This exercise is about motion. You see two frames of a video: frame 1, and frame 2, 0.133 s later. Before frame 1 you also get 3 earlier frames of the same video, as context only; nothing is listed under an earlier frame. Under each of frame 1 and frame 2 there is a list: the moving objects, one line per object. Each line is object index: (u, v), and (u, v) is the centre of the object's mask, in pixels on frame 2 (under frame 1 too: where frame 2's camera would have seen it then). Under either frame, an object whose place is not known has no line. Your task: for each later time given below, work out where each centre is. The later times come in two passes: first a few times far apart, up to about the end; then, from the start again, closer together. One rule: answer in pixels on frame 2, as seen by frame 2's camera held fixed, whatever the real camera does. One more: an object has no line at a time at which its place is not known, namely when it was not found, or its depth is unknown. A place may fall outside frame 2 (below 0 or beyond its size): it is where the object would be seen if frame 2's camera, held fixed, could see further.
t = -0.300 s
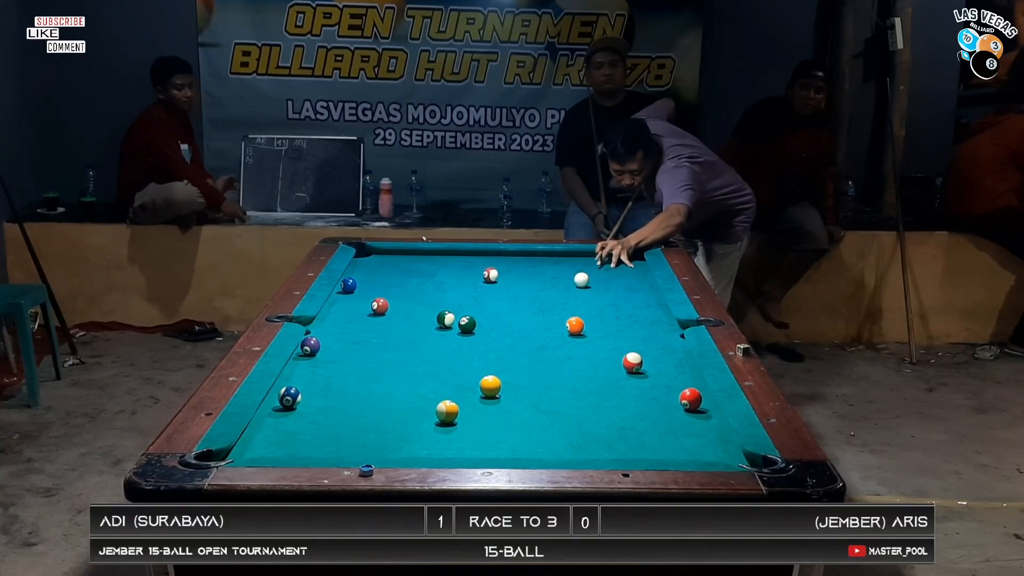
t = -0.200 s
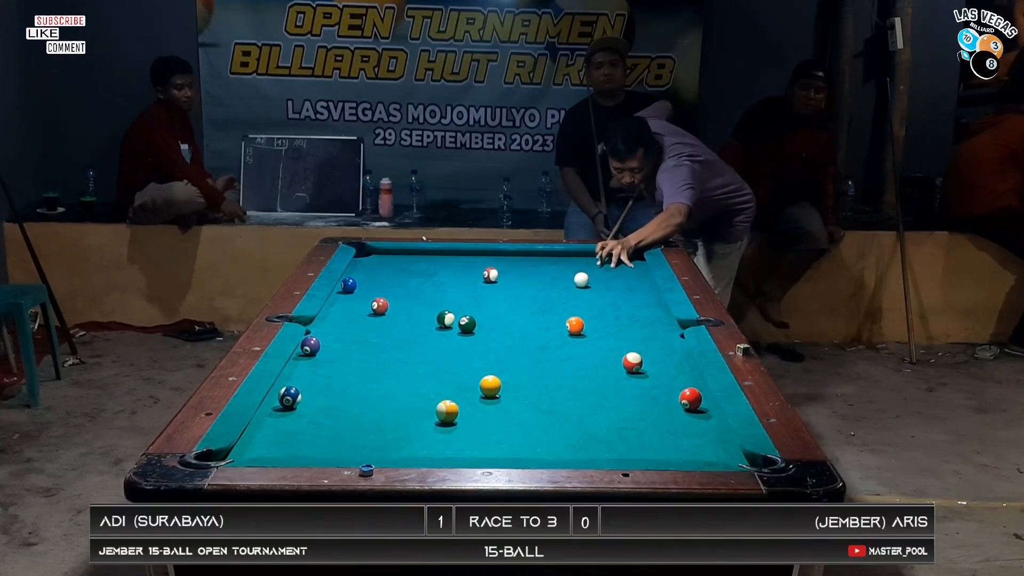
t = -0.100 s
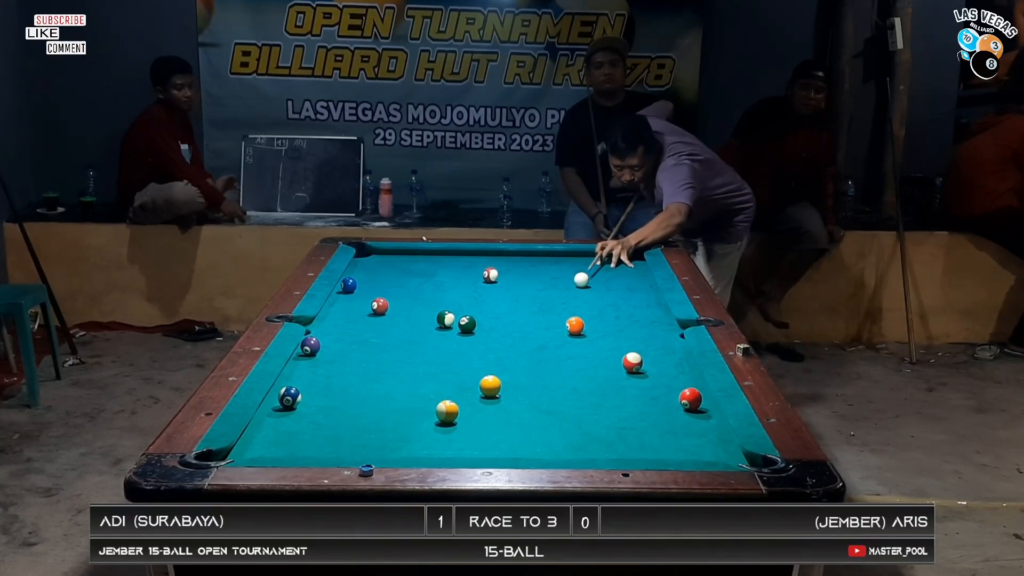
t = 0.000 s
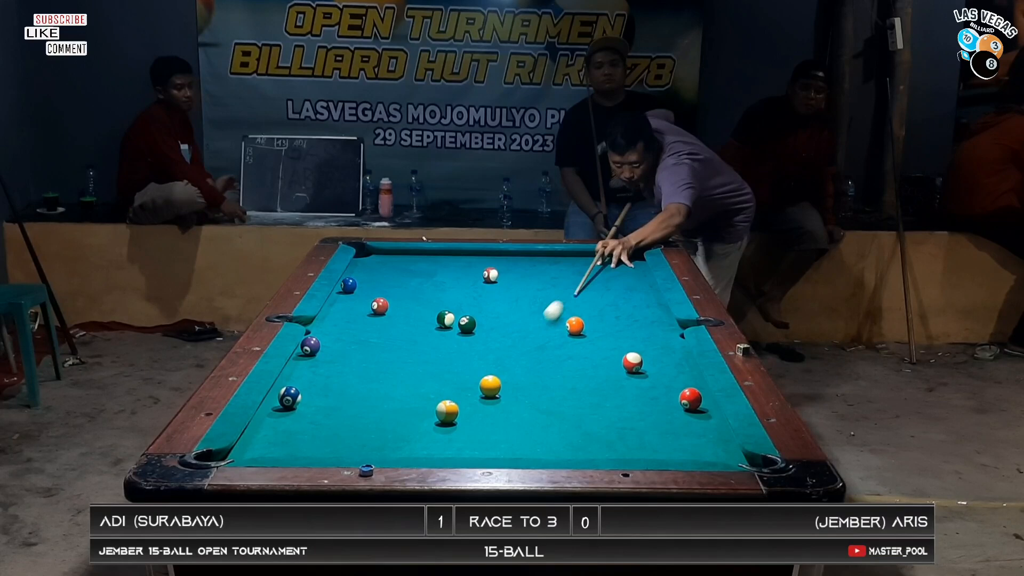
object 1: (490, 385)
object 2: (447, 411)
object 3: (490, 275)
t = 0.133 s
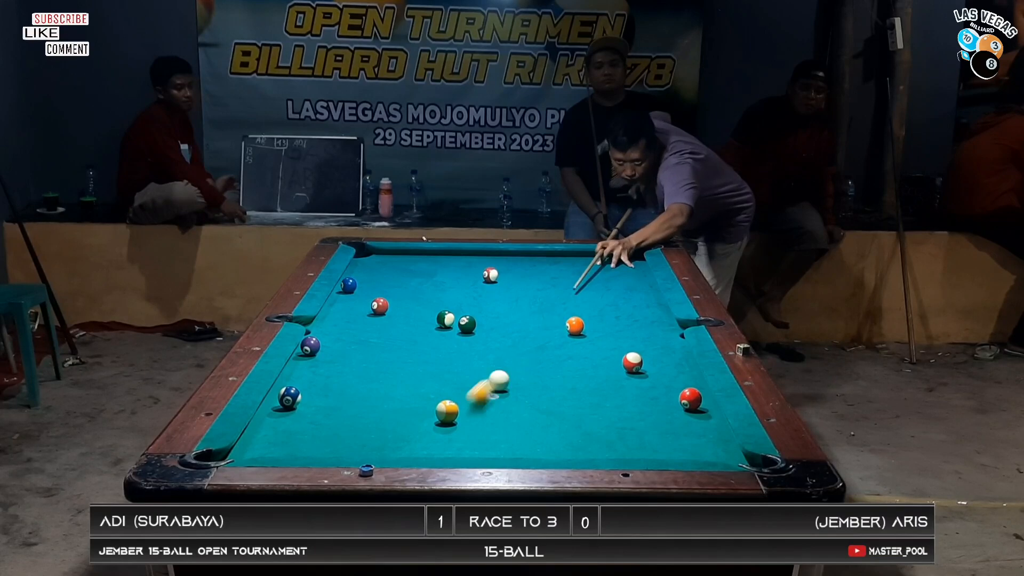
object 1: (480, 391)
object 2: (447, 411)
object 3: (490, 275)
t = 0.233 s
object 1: (519, 439)
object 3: (490, 275)
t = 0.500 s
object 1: (633, 404)
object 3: (490, 275)
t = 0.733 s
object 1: (681, 364)
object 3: (490, 275)
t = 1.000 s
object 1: (615, 332)
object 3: (490, 275)
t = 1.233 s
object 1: (567, 309)
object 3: (490, 275)
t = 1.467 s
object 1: (527, 290)
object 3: (490, 275)
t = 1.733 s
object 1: (504, 275)
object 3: (476, 271)
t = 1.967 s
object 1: (506, 269)
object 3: (446, 263)
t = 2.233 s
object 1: (507, 263)
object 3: (416, 256)
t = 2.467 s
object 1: (509, 259)
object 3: (393, 251)
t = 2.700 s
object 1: (510, 255)
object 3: (376, 254)
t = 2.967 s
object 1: (511, 252)
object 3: (360, 258)
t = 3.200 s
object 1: (505, 253)
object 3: (366, 261)
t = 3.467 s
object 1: (500, 254)
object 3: (373, 263)
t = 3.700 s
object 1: (497, 255)
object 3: (377, 265)
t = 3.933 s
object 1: (496, 255)
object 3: (381, 267)
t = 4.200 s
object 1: (495, 256)
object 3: (384, 268)
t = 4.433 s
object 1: (495, 255)
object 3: (385, 269)
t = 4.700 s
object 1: (495, 255)
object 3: (386, 269)
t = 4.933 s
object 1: (495, 255)
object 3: (386, 269)
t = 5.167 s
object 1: (495, 255)
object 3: (386, 269)
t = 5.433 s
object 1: (495, 255)
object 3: (386, 269)
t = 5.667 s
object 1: (495, 255)
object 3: (386, 269)
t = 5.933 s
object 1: (495, 255)
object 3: (386, 269)
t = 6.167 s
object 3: (386, 269)
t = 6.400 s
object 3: (386, 269)
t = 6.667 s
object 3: (386, 269)
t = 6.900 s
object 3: (386, 269)
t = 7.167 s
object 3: (386, 269)
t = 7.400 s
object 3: (386, 269)
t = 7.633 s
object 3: (386, 269)
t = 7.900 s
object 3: (386, 269)
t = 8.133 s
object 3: (386, 269)
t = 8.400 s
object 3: (386, 269)
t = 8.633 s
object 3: (386, 269)
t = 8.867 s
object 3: (386, 269)
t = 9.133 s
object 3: (386, 269)
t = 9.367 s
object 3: (386, 269)
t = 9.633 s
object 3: (386, 269)
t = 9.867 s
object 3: (386, 269)
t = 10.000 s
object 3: (386, 269)
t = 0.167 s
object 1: (475, 410)
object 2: (428, 411)
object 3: (490, 275)
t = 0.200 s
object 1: (497, 424)
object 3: (490, 275)
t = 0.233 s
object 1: (519, 439)
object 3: (490, 275)
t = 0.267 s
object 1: (539, 450)
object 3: (490, 275)
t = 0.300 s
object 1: (559, 448)
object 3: (490, 275)
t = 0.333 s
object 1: (574, 441)
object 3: (490, 275)
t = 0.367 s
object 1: (588, 433)
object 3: (490, 275)
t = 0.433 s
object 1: (612, 418)
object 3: (490, 275)
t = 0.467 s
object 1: (623, 411)
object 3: (490, 275)
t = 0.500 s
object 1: (633, 404)
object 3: (490, 275)
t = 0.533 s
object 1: (644, 398)
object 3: (490, 275)
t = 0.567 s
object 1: (654, 392)
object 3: (490, 275)
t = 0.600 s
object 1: (663, 385)
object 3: (490, 275)
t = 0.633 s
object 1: (673, 379)
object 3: (490, 275)
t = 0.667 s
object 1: (681, 374)
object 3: (490, 275)
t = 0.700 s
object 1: (690, 369)
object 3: (490, 275)
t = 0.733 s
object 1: (681, 364)
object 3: (490, 275)
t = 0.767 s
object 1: (672, 359)
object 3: (490, 275)
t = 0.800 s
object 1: (663, 355)
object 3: (490, 275)
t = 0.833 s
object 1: (654, 351)
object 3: (490, 275)
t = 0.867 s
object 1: (646, 347)
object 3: (490, 275)
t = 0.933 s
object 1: (630, 339)
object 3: (490, 275)
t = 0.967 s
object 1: (622, 335)
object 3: (490, 275)
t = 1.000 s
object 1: (615, 332)
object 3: (490, 275)
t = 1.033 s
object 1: (608, 328)
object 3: (490, 275)
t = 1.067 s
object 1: (601, 325)
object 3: (490, 275)
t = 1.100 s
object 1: (594, 322)
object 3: (490, 275)
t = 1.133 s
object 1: (588, 318)
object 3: (490, 275)
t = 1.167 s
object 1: (581, 314)
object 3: (490, 275)
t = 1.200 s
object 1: (574, 311)
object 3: (490, 275)
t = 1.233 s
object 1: (567, 309)
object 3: (490, 275)
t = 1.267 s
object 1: (561, 306)
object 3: (490, 275)
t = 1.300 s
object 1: (555, 303)
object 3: (490, 275)
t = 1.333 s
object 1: (549, 300)
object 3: (490, 275)
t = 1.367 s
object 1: (544, 298)
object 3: (490, 275)
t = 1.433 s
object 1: (533, 292)
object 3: (490, 275)
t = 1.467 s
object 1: (527, 290)
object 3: (490, 275)
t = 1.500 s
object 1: (522, 287)
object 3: (490, 275)
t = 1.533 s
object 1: (517, 285)
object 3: (490, 275)
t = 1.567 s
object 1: (512, 282)
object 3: (490, 275)
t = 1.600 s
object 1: (507, 280)
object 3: (490, 275)
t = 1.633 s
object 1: (502, 278)
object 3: (490, 275)
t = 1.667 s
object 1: (502, 277)
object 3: (486, 274)
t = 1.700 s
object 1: (503, 276)
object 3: (481, 272)
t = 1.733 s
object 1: (504, 275)
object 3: (476, 271)
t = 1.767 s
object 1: (504, 274)
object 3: (472, 270)
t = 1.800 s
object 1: (504, 273)
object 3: (467, 269)
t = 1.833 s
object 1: (505, 272)
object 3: (463, 268)
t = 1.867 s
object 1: (505, 272)
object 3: (458, 267)
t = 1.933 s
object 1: (505, 270)
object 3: (450, 264)
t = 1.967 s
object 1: (506, 269)
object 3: (446, 263)
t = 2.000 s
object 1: (506, 268)
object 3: (442, 263)
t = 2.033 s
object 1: (506, 268)
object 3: (438, 261)
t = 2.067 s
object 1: (506, 267)
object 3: (434, 260)
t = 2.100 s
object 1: (506, 266)
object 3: (431, 259)
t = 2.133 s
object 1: (507, 265)
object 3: (427, 259)
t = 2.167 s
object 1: (507, 265)
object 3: (423, 257)
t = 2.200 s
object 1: (507, 264)
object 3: (419, 256)
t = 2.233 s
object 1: (507, 263)
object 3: (416, 256)
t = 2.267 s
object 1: (508, 263)
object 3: (413, 255)
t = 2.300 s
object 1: (508, 262)
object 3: (409, 254)
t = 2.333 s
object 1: (508, 261)
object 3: (405, 253)
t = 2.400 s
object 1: (508, 260)
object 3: (399, 252)
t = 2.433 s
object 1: (508, 259)
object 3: (396, 251)
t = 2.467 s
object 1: (509, 259)
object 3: (393, 251)
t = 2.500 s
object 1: (509, 258)
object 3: (391, 252)
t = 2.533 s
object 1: (509, 258)
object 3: (388, 252)
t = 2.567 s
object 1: (509, 257)
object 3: (386, 253)
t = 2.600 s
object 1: (509, 257)
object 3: (384, 253)
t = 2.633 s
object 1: (510, 256)
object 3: (381, 253)
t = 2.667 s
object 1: (510, 256)
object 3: (378, 254)
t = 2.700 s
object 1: (510, 255)
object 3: (376, 254)
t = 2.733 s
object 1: (510, 255)
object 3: (374, 255)
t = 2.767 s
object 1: (510, 254)
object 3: (372, 255)
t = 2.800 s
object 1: (510, 254)
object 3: (370, 256)
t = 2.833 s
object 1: (510, 253)
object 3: (367, 256)
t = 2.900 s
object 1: (511, 252)
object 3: (363, 257)
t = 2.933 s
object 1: (511, 252)
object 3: (361, 258)
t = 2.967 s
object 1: (511, 252)
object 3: (360, 258)
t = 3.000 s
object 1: (510, 252)
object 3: (362, 258)
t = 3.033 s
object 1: (509, 252)
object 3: (362, 259)
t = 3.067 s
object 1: (509, 252)
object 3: (363, 259)
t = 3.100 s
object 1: (508, 252)
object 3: (364, 260)
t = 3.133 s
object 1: (507, 252)
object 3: (365, 260)
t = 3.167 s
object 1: (506, 253)
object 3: (365, 261)
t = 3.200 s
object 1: (505, 253)
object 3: (366, 261)
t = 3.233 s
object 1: (505, 253)
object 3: (367, 261)
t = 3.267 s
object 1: (504, 253)
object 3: (368, 261)
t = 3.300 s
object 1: (503, 253)
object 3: (369, 261)
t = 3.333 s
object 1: (503, 253)
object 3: (370, 262)
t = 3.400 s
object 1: (501, 254)
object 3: (371, 263)
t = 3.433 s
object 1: (501, 254)
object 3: (372, 263)
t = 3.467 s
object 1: (500, 254)
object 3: (373, 263)
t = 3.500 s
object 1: (500, 254)
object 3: (373, 264)
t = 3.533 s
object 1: (499, 254)
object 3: (374, 264)
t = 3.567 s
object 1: (499, 254)
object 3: (375, 264)
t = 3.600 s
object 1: (498, 254)
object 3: (376, 264)
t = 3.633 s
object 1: (498, 254)
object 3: (376, 265)
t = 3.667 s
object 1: (497, 254)
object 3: (377, 265)
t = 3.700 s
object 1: (497, 255)
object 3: (377, 265)
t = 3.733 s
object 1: (497, 255)
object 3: (378, 265)
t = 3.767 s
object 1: (497, 255)
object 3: (379, 266)
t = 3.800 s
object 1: (496, 255)
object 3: (379, 266)
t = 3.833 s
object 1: (496, 255)
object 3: (380, 266)
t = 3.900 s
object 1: (496, 255)
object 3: (381, 267)
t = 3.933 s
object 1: (496, 255)
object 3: (381, 267)
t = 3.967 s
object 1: (495, 255)
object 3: (382, 267)
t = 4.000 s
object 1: (495, 255)
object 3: (382, 267)
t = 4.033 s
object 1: (495, 256)
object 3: (382, 267)
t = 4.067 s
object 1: (495, 255)
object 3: (383, 268)
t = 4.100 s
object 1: (495, 255)
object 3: (383, 268)
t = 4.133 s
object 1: (495, 255)
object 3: (383, 268)
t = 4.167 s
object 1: (495, 256)
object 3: (384, 268)
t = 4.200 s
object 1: (495, 256)
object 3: (384, 268)
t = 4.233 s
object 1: (495, 255)
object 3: (384, 268)
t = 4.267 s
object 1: (495, 256)
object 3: (384, 268)
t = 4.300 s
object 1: (495, 255)
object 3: (385, 268)
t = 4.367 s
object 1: (495, 256)
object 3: (385, 268)
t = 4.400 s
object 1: (495, 256)
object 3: (385, 269)
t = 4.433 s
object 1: (495, 255)
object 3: (385, 269)
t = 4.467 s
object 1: (495, 255)
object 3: (385, 269)
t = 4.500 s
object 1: (495, 255)
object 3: (386, 269)
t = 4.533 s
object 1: (495, 255)
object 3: (386, 269)
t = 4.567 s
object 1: (495, 255)
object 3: (386, 269)
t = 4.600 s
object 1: (495, 255)
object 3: (386, 269)
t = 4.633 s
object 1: (495, 255)
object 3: (386, 269)
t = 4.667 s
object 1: (495, 255)
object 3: (386, 269)
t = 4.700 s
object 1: (495, 255)
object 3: (386, 269)
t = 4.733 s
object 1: (495, 255)
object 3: (386, 269)
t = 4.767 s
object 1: (495, 255)
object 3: (386, 269)
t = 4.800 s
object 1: (495, 255)
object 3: (386, 269)
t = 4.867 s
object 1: (495, 255)
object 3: (386, 269)
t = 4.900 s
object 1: (495, 255)
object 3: (386, 269)
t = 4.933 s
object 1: (495, 255)
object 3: (386, 269)
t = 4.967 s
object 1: (495, 255)
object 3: (386, 269)
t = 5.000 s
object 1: (495, 255)
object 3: (386, 269)
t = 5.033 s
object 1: (495, 255)
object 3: (386, 269)
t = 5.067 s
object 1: (495, 255)
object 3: (386, 269)
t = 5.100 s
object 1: (495, 255)
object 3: (386, 269)
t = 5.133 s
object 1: (495, 255)
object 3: (386, 269)
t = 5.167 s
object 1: (495, 255)
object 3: (386, 269)
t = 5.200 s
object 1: (495, 255)
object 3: (386, 269)
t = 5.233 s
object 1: (495, 255)
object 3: (386, 269)
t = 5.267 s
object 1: (495, 255)
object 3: (386, 269)
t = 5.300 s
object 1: (495, 255)
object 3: (386, 269)
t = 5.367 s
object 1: (495, 255)
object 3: (386, 269)
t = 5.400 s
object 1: (495, 255)
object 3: (386, 269)
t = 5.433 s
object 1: (495, 255)
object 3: (386, 269)
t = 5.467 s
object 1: (495, 255)
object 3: (386, 269)
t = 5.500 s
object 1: (495, 255)
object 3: (386, 269)
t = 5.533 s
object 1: (495, 255)
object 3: (386, 269)
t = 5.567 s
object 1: (495, 255)
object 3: (386, 269)
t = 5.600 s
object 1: (495, 255)
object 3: (386, 269)
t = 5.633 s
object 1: (495, 255)
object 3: (386, 269)
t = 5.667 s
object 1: (495, 255)
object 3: (386, 269)
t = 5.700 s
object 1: (495, 255)
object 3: (386, 269)
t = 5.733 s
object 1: (495, 255)
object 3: (386, 269)
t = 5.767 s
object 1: (495, 255)
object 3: (386, 269)
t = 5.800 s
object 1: (495, 255)
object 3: (386, 269)
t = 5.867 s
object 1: (495, 255)
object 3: (386, 269)
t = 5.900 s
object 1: (495, 255)
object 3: (386, 269)
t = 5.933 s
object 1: (495, 255)
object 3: (386, 269)
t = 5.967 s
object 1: (495, 255)
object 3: (386, 269)
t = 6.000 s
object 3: (386, 269)
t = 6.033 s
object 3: (386, 269)
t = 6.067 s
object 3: (386, 269)
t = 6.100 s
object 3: (386, 269)
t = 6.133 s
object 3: (386, 269)
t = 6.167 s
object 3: (386, 269)
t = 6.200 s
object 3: (386, 269)
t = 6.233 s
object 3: (386, 269)
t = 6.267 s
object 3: (386, 269)
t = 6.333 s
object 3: (386, 269)
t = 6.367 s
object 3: (386, 269)
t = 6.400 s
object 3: (386, 269)
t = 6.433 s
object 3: (386, 269)
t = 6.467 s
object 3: (386, 269)
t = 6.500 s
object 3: (386, 269)
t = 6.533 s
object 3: (386, 269)
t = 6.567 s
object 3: (386, 269)
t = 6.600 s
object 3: (386, 269)
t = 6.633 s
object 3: (386, 269)
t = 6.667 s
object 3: (386, 269)
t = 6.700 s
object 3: (386, 269)
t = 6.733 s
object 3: (386, 269)
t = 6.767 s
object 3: (386, 269)
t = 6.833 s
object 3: (386, 269)
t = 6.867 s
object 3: (386, 269)
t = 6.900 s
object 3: (386, 269)
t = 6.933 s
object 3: (386, 269)
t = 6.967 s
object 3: (386, 269)
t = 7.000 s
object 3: (386, 269)
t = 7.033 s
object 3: (386, 269)
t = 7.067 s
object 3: (386, 269)
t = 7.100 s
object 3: (386, 269)
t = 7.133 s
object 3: (386, 269)
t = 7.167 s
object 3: (386, 269)
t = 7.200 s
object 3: (386, 269)
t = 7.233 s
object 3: (386, 269)
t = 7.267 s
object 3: (386, 269)
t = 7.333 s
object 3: (386, 269)
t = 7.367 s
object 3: (386, 269)
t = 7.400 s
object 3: (386, 269)
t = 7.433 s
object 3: (386, 269)
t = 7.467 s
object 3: (386, 269)
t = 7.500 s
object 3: (386, 269)
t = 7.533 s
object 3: (386, 269)
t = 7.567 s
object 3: (386, 269)
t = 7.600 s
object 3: (386, 269)
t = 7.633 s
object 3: (386, 269)
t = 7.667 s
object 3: (386, 269)
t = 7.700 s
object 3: (386, 269)
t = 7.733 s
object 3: (386, 269)
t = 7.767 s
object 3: (386, 269)
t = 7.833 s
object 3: (386, 269)
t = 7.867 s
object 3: (386, 269)
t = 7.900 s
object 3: (386, 269)
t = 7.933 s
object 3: (386, 269)
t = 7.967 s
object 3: (386, 269)
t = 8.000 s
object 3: (386, 269)
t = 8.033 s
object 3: (386, 269)
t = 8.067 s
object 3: (386, 269)
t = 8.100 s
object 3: (386, 269)
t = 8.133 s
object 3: (386, 269)
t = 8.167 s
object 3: (386, 269)
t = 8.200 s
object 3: (386, 269)
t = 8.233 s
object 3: (386, 269)
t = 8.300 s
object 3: (386, 269)
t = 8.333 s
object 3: (386, 269)
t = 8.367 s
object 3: (386, 269)
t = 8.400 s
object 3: (386, 269)
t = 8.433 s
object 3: (386, 269)
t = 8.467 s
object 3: (386, 269)
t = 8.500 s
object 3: (386, 269)
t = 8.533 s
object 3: (386, 269)
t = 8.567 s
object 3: (386, 269)
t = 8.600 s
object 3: (386, 269)
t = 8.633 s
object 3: (386, 269)
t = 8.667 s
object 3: (386, 269)
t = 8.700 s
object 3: (386, 269)
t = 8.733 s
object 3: (386, 269)
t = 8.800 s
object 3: (386, 269)
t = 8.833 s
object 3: (386, 269)
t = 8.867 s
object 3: (386, 269)
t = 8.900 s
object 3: (386, 269)
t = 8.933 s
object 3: (386, 269)
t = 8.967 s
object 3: (386, 269)
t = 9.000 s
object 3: (386, 269)
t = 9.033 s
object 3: (386, 269)
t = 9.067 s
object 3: (386, 269)
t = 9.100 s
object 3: (386, 269)
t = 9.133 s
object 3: (386, 269)
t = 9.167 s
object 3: (386, 269)
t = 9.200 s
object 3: (386, 269)
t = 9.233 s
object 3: (386, 269)
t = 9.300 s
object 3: (386, 269)
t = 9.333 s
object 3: (386, 269)
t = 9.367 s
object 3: (386, 269)
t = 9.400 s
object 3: (386, 269)
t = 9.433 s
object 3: (386, 269)
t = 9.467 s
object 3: (386, 269)
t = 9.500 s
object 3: (386, 269)
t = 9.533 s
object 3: (386, 269)
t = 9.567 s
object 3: (386, 269)
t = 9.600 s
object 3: (386, 269)
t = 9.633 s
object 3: (386, 269)
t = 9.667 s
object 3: (386, 269)
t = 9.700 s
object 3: (386, 269)
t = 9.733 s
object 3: (386, 269)
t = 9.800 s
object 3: (386, 269)
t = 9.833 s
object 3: (386, 269)
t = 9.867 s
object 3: (386, 269)
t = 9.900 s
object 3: (386, 269)
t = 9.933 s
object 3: (386, 269)
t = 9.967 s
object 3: (386, 269)
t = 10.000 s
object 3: (386, 269)
